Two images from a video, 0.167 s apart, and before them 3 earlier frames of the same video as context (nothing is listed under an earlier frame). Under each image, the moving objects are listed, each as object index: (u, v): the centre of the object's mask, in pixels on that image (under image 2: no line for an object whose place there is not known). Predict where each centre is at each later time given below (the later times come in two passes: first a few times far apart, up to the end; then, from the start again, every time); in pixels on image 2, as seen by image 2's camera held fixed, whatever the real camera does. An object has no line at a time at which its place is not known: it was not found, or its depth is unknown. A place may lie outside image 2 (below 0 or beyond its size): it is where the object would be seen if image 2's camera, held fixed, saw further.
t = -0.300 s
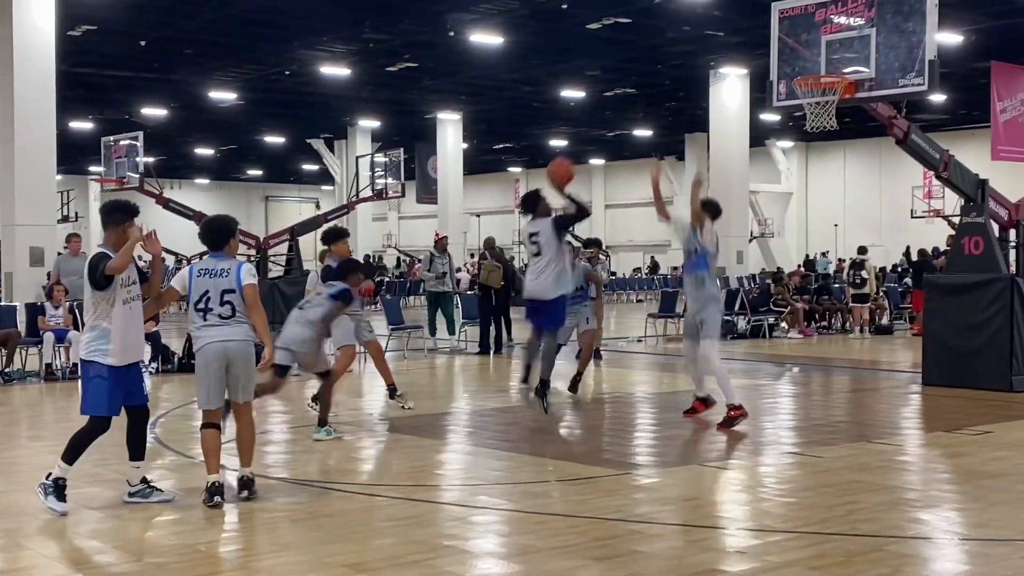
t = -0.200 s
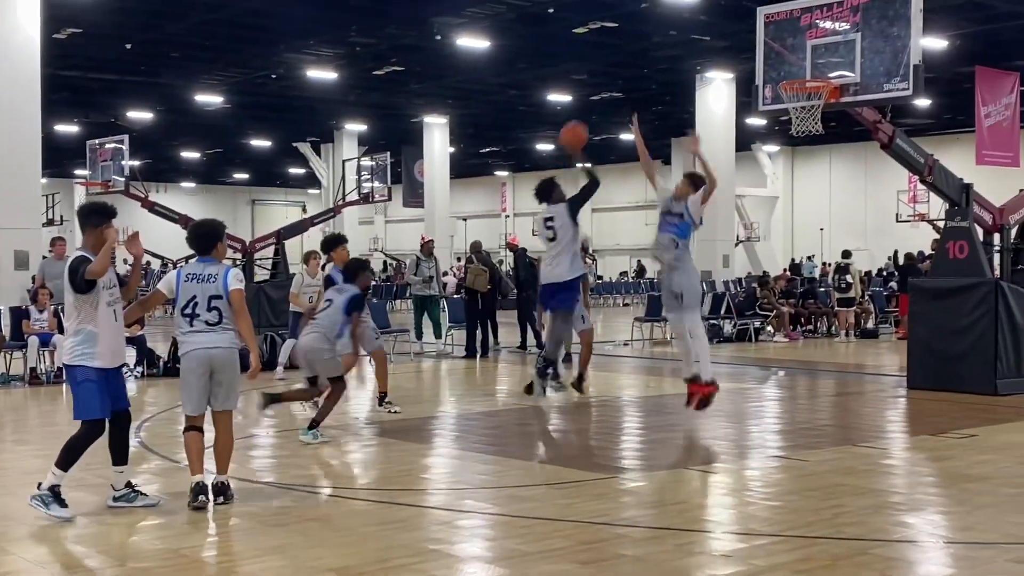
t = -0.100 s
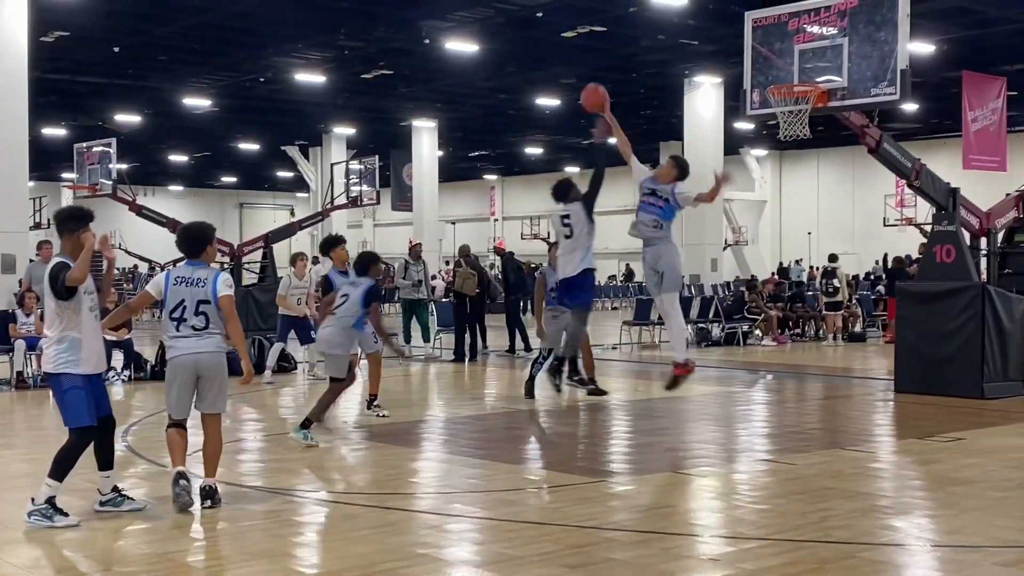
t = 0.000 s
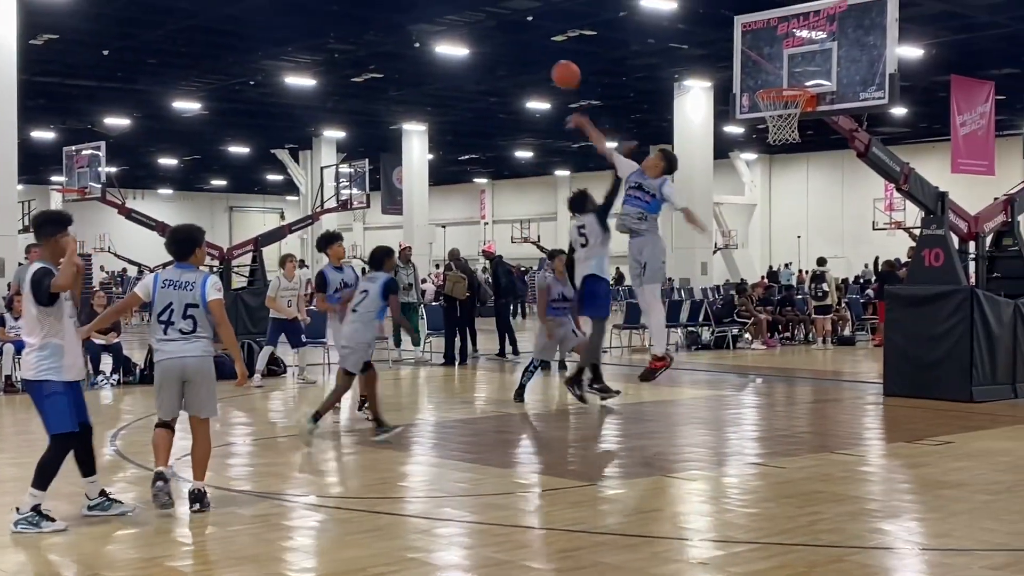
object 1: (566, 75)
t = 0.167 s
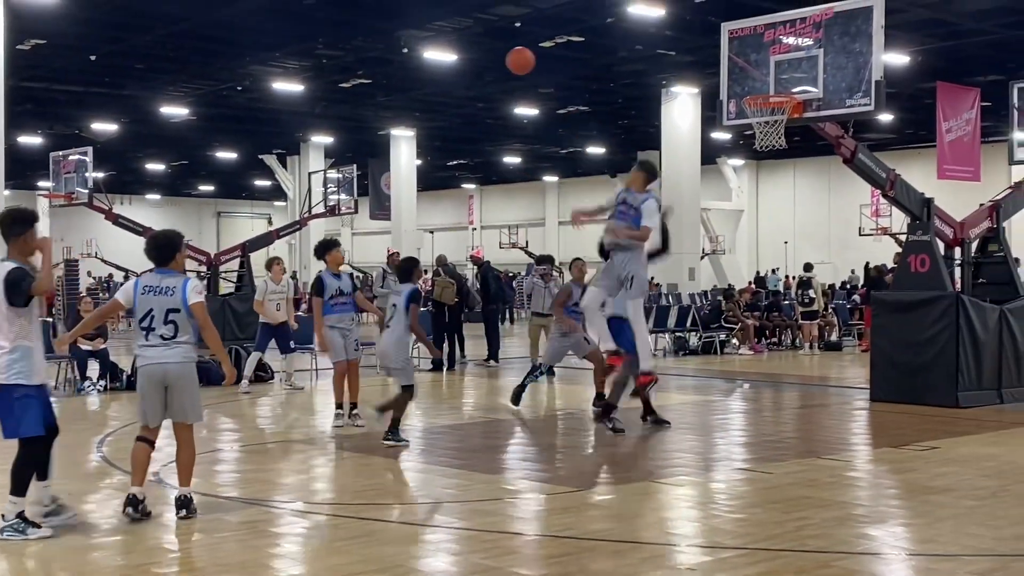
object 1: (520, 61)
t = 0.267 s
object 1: (501, 63)
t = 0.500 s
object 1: (460, 108)
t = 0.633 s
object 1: (436, 158)
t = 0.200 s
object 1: (514, 60)
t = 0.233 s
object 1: (508, 61)
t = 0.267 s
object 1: (501, 63)
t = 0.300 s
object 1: (495, 66)
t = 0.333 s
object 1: (489, 70)
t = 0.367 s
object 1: (483, 76)
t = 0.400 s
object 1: (477, 82)
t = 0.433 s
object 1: (471, 90)
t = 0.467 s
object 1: (465, 99)
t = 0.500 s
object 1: (460, 108)
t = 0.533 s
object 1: (453, 120)
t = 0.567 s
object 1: (448, 132)
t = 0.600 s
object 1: (442, 145)
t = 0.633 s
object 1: (436, 158)
